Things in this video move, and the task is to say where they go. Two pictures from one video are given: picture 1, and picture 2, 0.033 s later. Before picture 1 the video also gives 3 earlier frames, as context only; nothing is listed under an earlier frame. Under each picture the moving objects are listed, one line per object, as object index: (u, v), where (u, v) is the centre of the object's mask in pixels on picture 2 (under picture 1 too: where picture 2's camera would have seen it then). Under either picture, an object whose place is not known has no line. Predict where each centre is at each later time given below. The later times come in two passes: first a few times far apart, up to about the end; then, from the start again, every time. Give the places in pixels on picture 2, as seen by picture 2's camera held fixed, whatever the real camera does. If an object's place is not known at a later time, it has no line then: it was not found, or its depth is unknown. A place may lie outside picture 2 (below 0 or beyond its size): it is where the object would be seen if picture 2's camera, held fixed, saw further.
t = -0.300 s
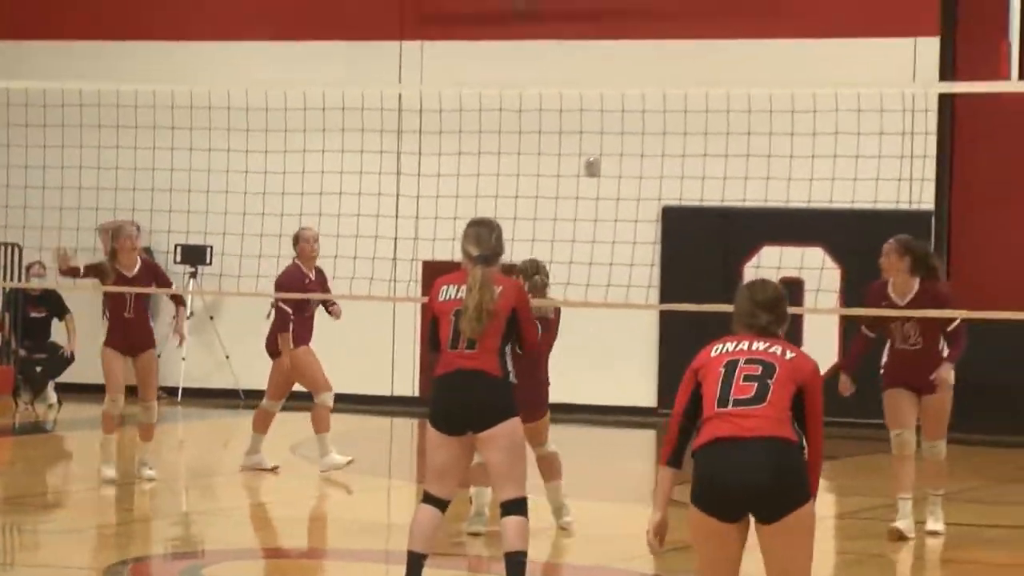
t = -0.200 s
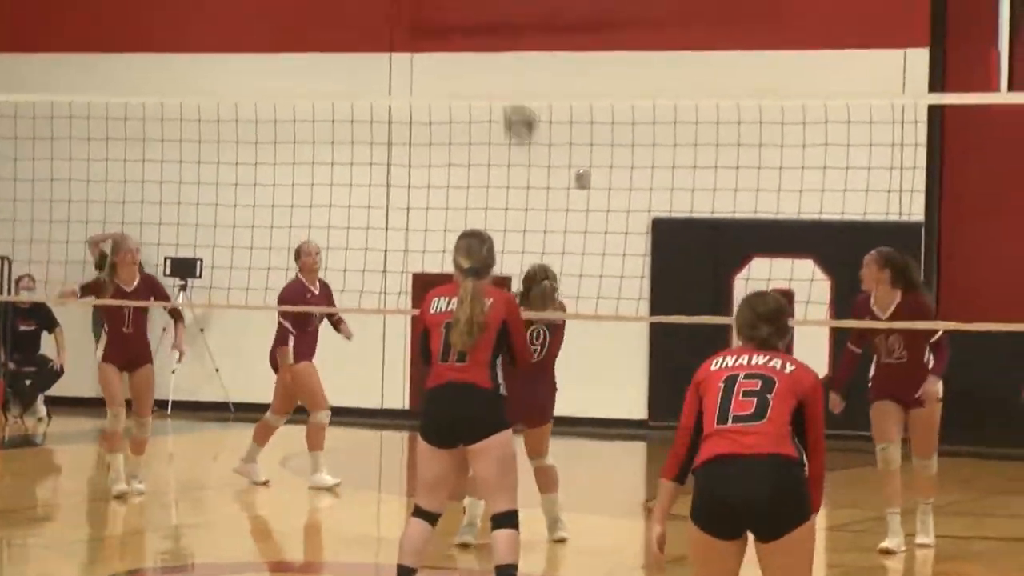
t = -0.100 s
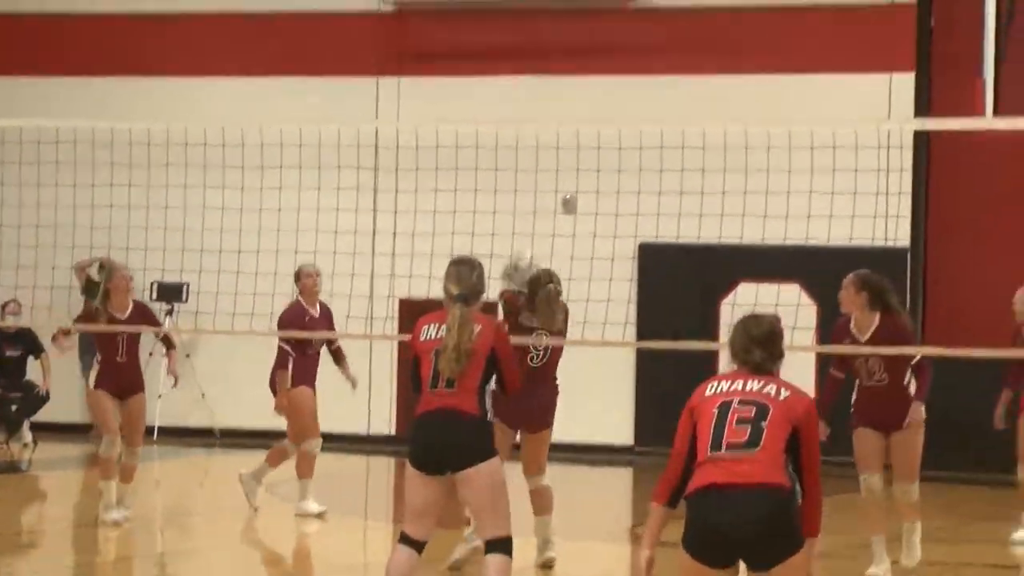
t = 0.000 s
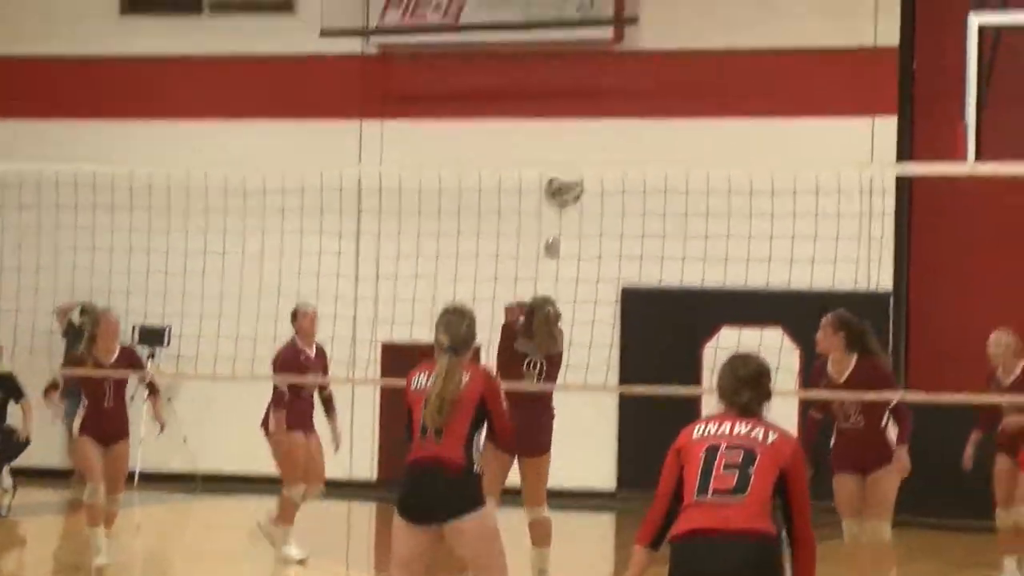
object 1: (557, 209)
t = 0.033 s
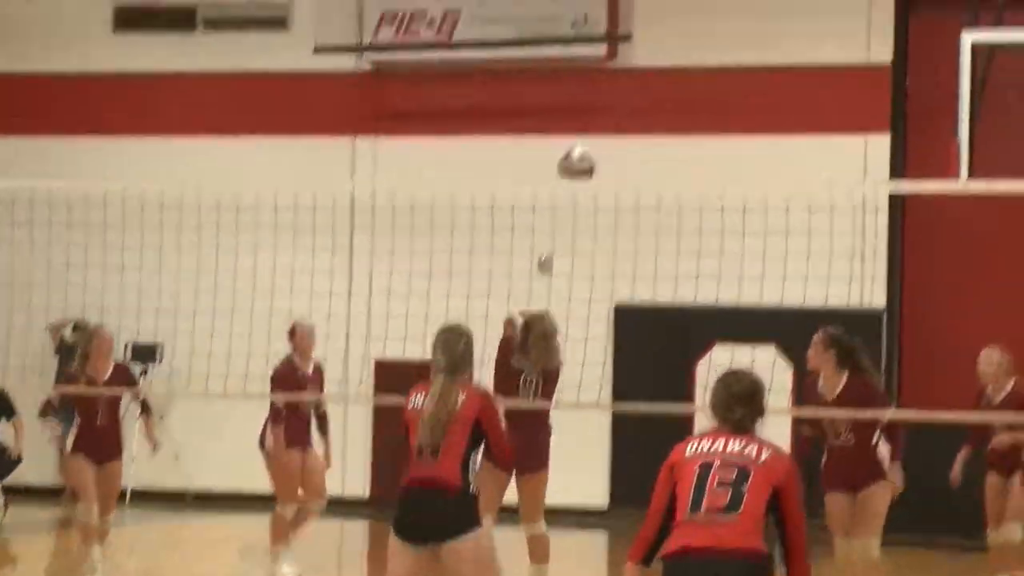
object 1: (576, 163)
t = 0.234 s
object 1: (697, -29)
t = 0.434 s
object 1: (818, -156)
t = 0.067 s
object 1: (597, 127)
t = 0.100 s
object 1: (616, 93)
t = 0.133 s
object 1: (636, 59)
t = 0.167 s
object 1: (659, 30)
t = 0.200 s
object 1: (678, 1)
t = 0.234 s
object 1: (697, -29)
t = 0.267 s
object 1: (718, -55)
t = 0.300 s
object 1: (738, -80)
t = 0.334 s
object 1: (757, -102)
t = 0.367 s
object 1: (778, -123)
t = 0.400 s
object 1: (799, -140)
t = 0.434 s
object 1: (818, -156)
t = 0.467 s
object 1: (839, -172)
